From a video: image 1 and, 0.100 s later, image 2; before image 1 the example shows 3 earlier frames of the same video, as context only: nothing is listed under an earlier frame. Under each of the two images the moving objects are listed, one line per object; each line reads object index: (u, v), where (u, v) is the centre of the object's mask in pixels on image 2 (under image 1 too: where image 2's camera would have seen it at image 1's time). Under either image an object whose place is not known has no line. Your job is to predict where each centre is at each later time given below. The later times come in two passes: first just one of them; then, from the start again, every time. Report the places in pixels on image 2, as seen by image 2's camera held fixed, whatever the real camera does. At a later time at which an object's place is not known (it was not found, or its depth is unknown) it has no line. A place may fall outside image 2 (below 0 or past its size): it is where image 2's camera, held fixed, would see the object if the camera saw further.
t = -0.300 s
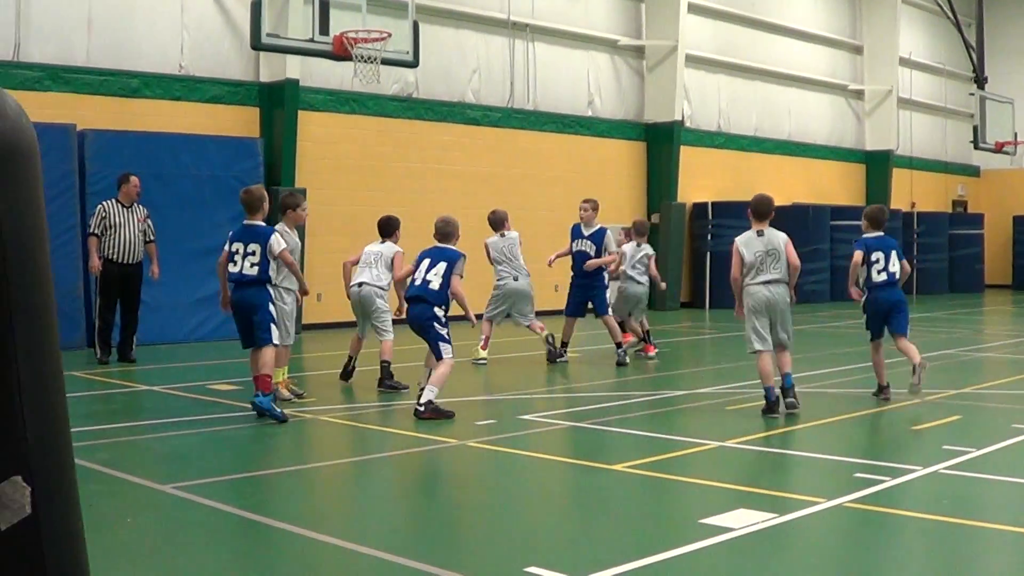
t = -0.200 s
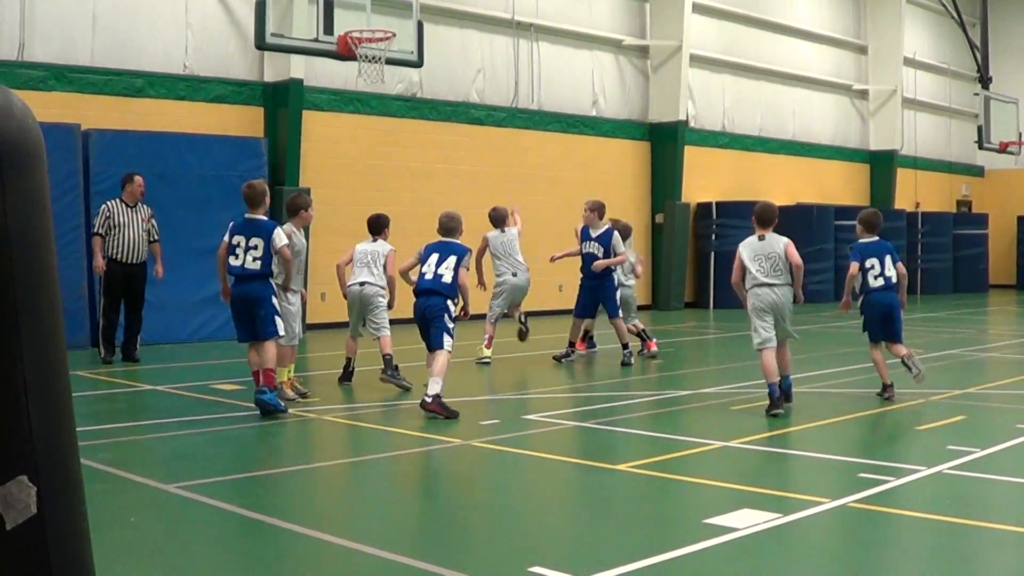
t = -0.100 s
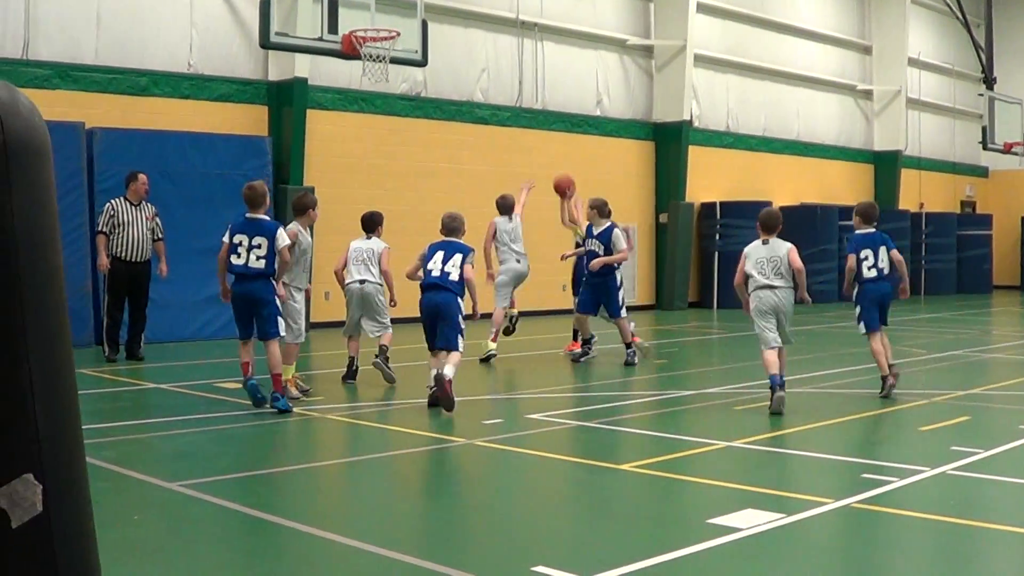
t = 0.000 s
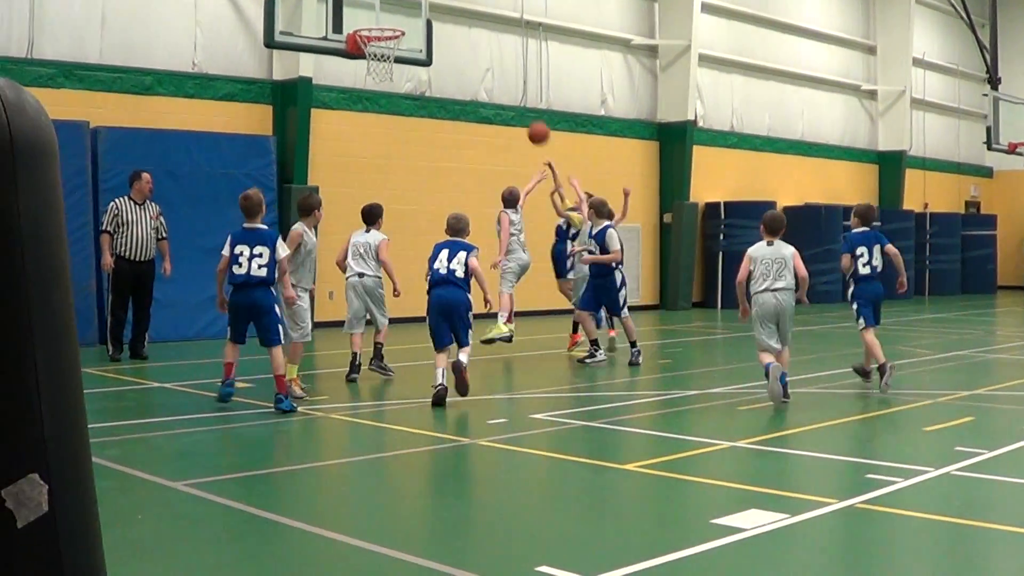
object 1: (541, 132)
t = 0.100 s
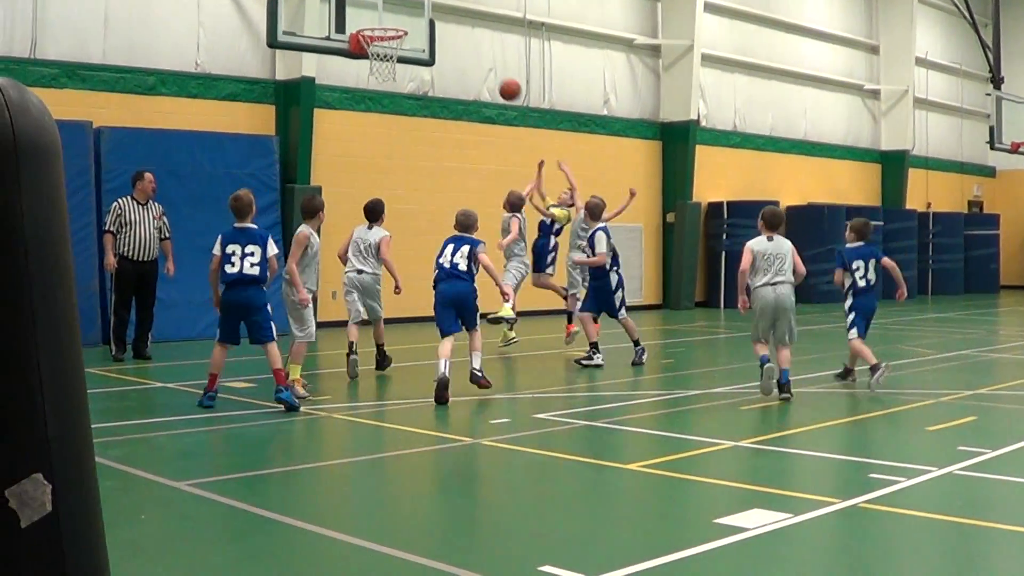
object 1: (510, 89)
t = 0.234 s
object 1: (469, 45)
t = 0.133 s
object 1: (499, 77)
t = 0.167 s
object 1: (489, 66)
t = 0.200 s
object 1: (479, 55)
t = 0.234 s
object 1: (469, 45)
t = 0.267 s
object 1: (460, 37)
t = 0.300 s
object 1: (450, 30)
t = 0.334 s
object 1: (440, 24)
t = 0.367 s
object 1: (431, 20)
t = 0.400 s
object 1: (421, 16)
